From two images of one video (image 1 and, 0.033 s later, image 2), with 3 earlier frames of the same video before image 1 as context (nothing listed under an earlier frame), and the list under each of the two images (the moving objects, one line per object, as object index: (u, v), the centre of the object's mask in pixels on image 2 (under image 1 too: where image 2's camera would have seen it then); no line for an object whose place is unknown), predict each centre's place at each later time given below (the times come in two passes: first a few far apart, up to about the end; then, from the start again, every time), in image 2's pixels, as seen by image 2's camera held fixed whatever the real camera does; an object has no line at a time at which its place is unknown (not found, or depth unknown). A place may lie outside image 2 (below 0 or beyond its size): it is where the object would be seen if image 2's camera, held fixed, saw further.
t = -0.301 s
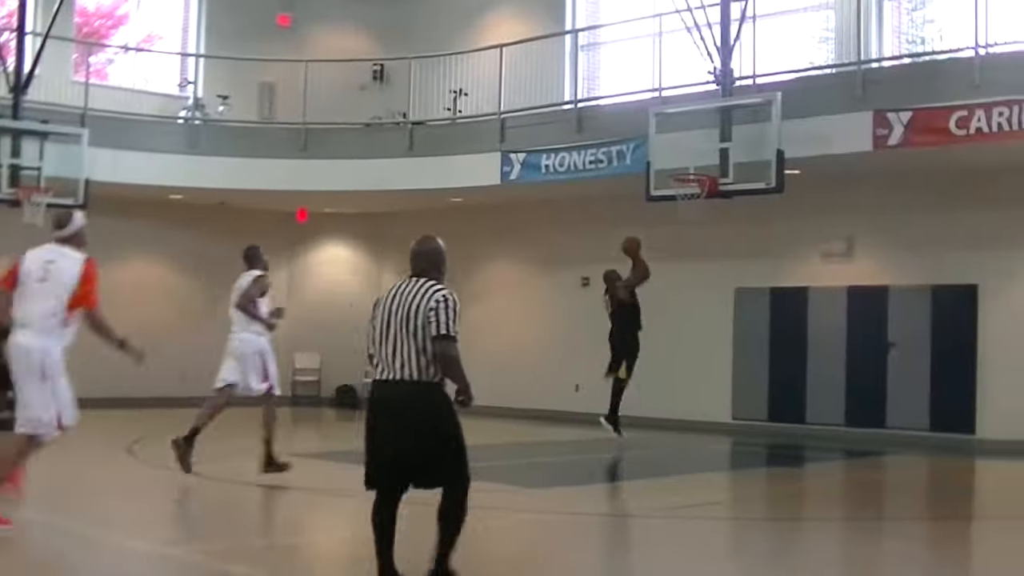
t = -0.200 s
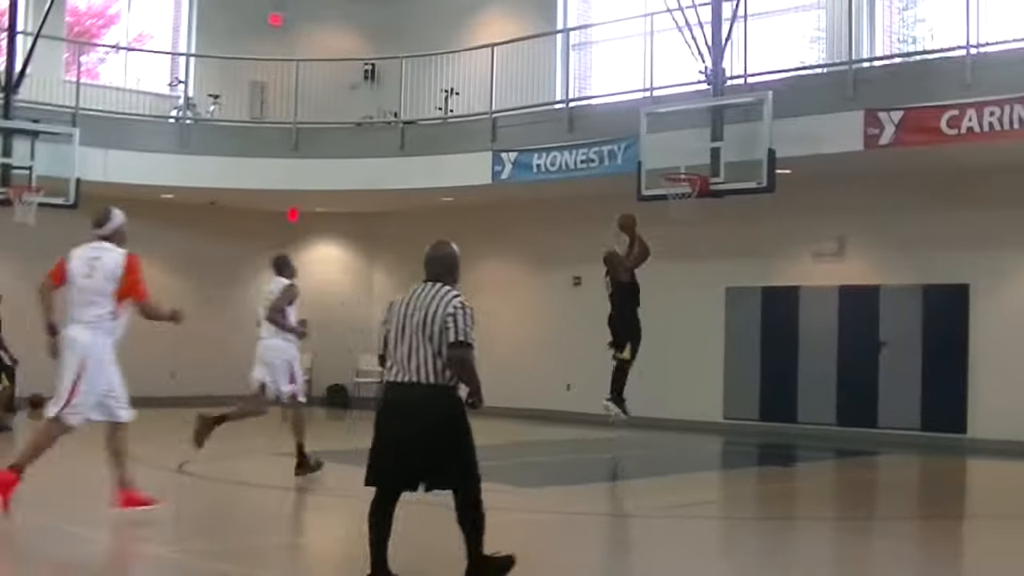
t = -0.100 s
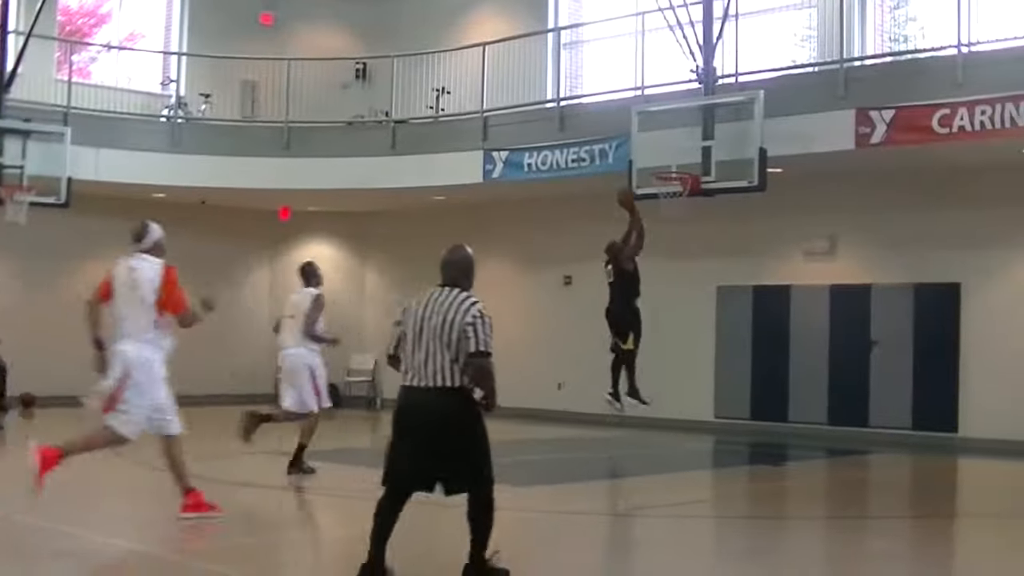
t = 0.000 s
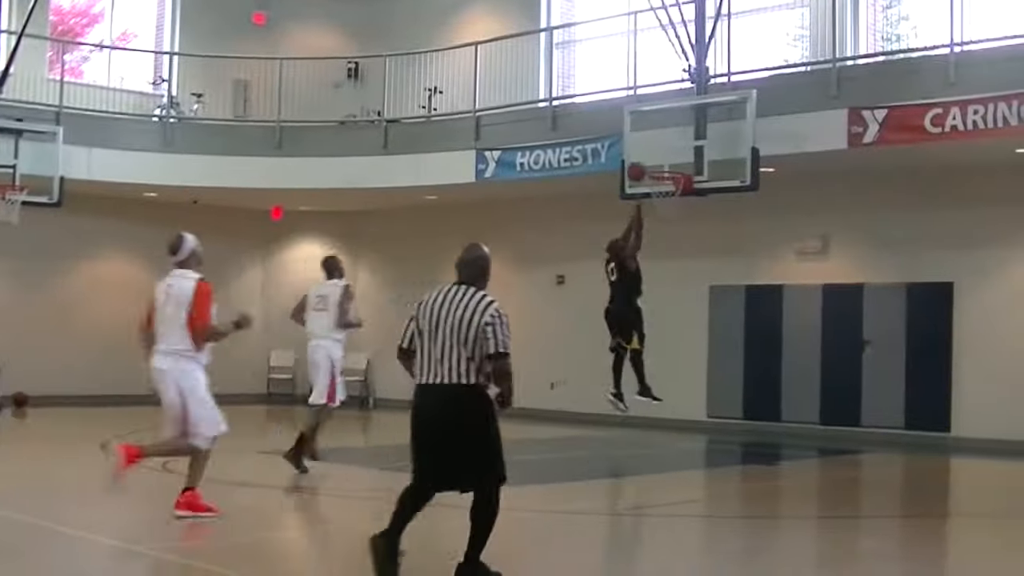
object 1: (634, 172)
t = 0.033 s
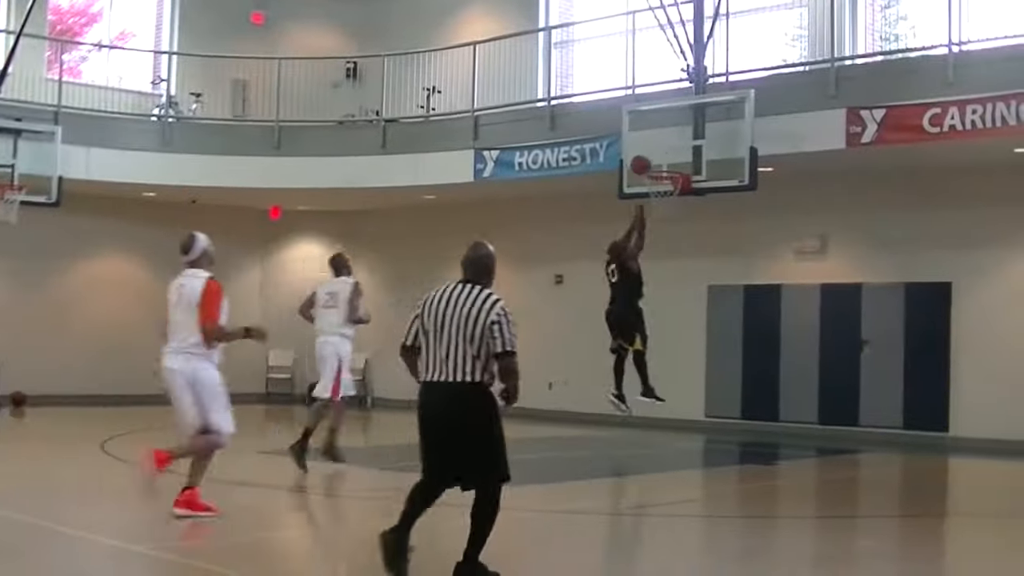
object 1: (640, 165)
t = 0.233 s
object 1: (658, 152)
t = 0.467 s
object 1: (659, 186)
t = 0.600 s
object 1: (658, 203)
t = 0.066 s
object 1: (646, 160)
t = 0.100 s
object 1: (652, 155)
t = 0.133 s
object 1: (658, 152)
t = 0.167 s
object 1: (658, 152)
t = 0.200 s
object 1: (658, 152)
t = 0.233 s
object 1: (658, 152)
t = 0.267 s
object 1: (659, 154)
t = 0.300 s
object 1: (659, 157)
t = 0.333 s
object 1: (660, 161)
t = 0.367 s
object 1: (660, 165)
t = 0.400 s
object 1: (660, 171)
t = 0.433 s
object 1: (660, 179)
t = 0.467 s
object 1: (659, 186)
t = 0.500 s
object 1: (660, 192)
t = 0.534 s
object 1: (660, 193)
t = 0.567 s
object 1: (658, 198)
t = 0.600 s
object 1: (658, 203)
